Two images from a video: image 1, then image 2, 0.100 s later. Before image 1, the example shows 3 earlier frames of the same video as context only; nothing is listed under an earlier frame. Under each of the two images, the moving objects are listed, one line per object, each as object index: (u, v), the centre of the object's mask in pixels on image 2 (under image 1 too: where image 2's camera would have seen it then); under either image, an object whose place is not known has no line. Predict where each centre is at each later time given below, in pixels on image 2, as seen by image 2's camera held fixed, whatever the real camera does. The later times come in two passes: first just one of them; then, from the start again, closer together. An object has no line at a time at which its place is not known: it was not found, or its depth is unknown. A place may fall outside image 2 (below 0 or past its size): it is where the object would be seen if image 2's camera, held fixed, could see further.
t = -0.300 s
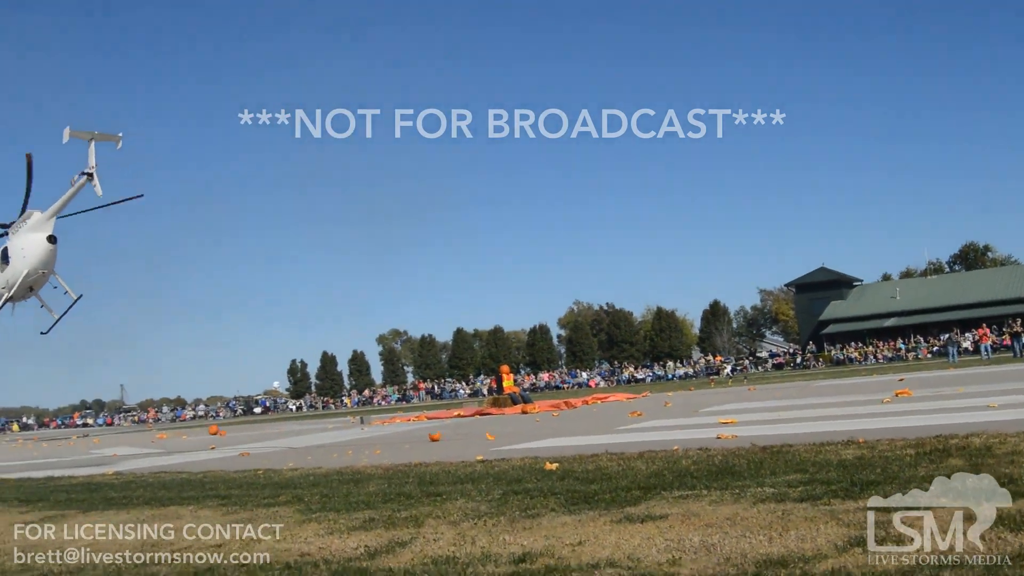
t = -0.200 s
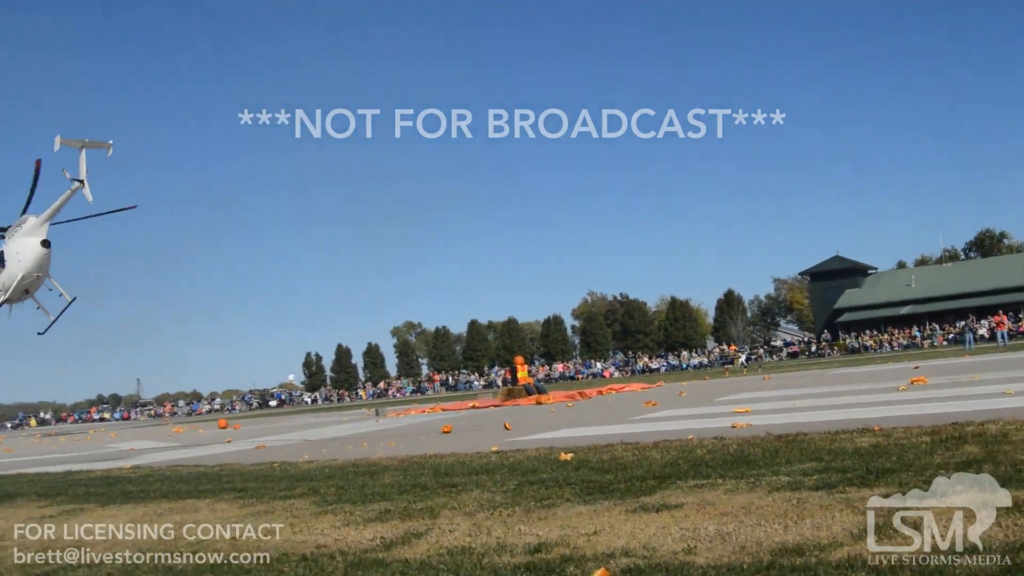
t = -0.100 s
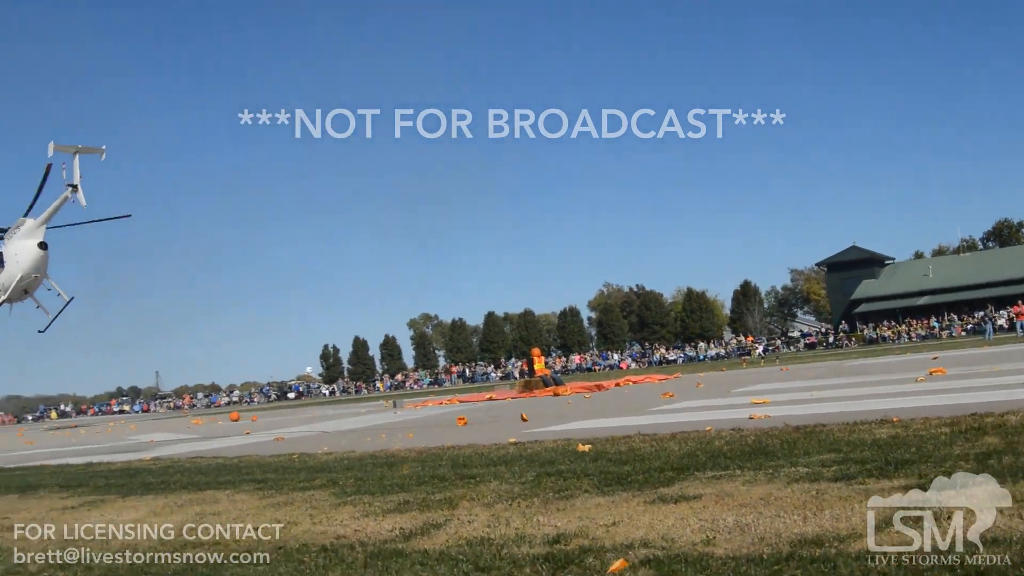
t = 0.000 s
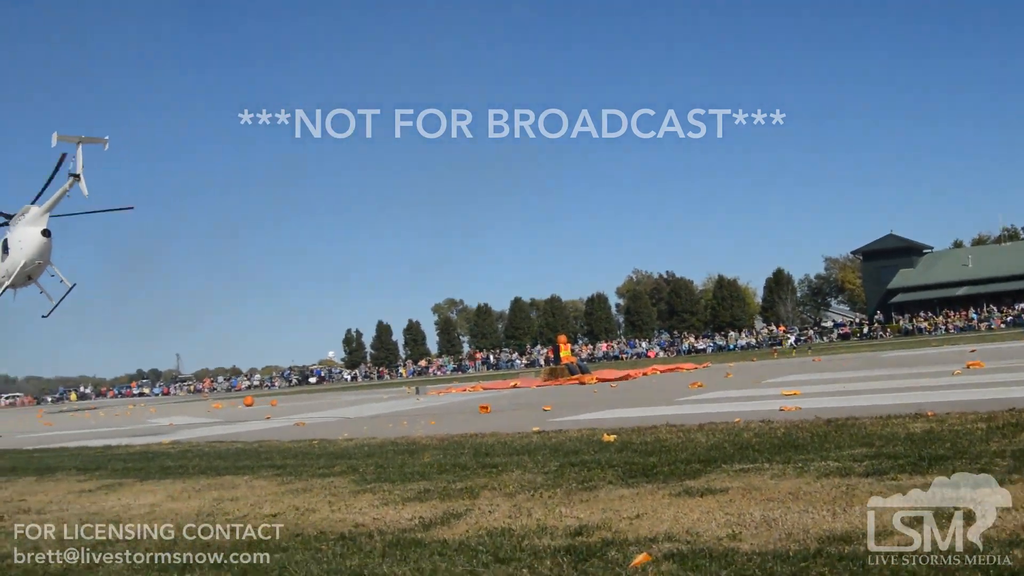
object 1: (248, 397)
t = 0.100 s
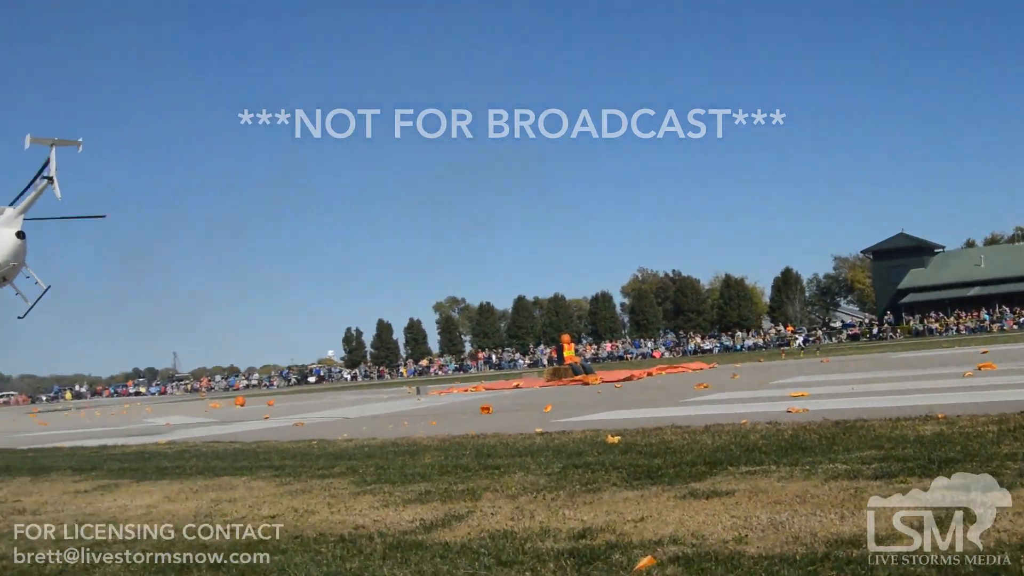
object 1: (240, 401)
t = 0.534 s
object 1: (207, 407)
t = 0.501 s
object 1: (214, 404)
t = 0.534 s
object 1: (207, 407)
